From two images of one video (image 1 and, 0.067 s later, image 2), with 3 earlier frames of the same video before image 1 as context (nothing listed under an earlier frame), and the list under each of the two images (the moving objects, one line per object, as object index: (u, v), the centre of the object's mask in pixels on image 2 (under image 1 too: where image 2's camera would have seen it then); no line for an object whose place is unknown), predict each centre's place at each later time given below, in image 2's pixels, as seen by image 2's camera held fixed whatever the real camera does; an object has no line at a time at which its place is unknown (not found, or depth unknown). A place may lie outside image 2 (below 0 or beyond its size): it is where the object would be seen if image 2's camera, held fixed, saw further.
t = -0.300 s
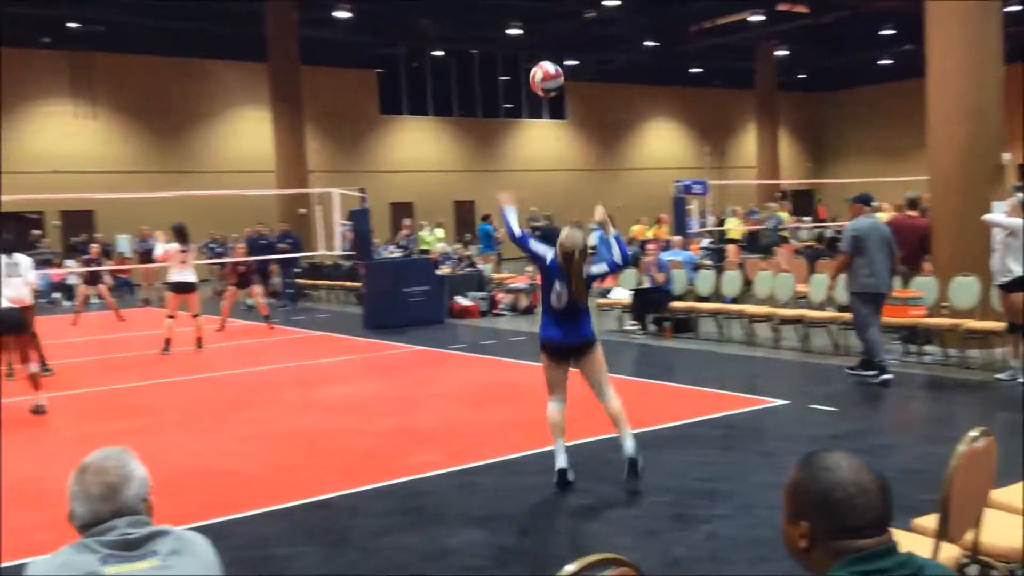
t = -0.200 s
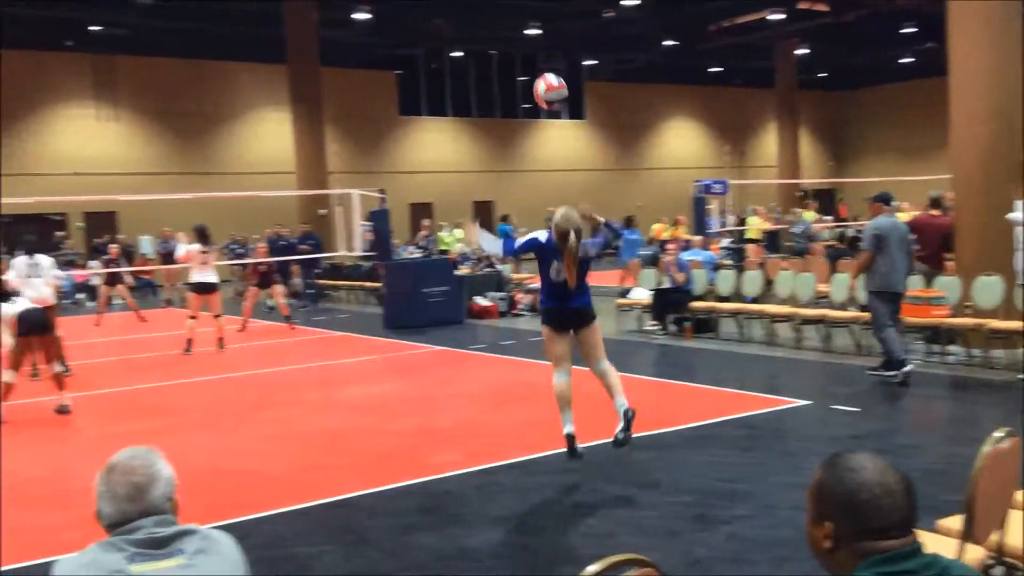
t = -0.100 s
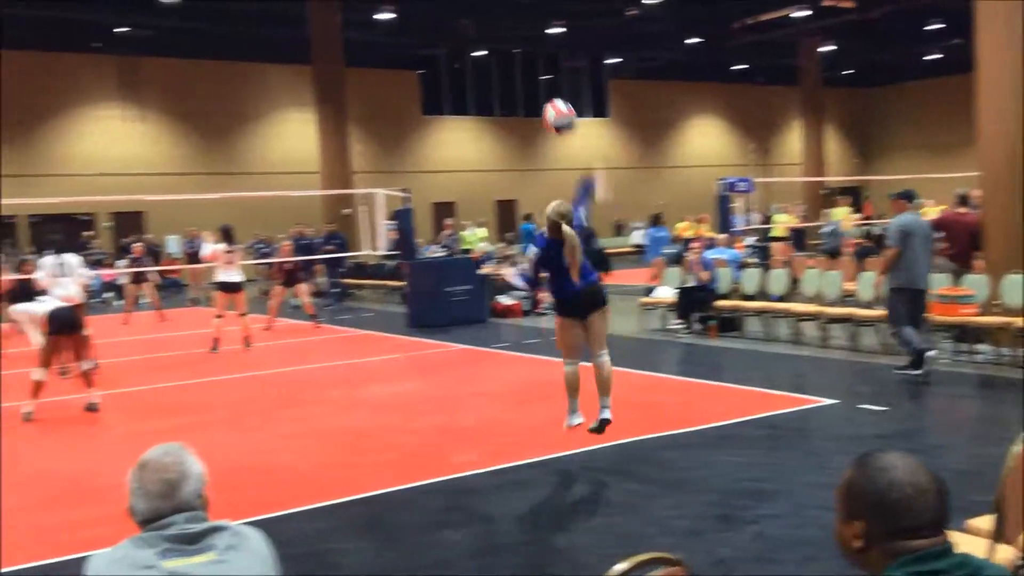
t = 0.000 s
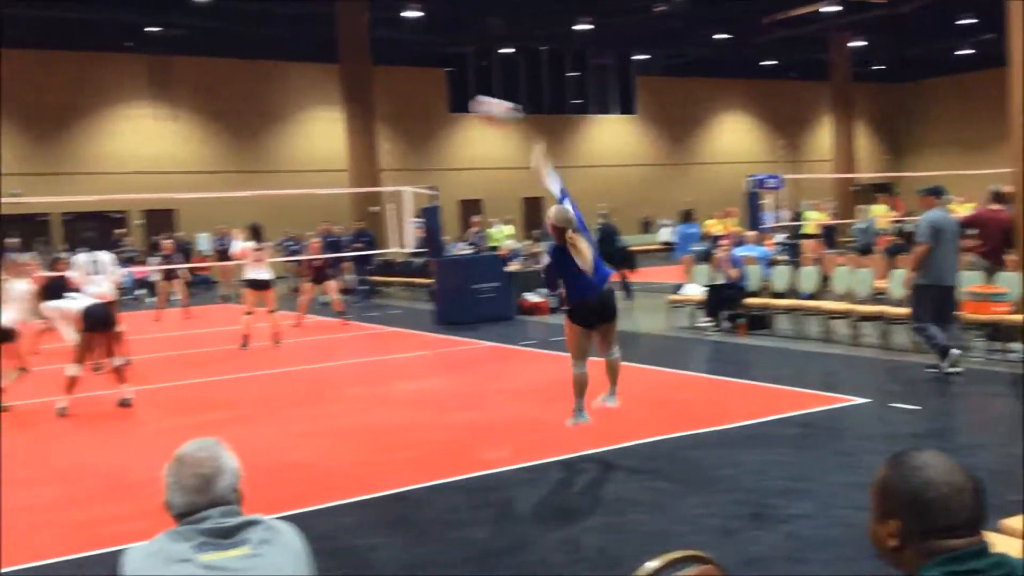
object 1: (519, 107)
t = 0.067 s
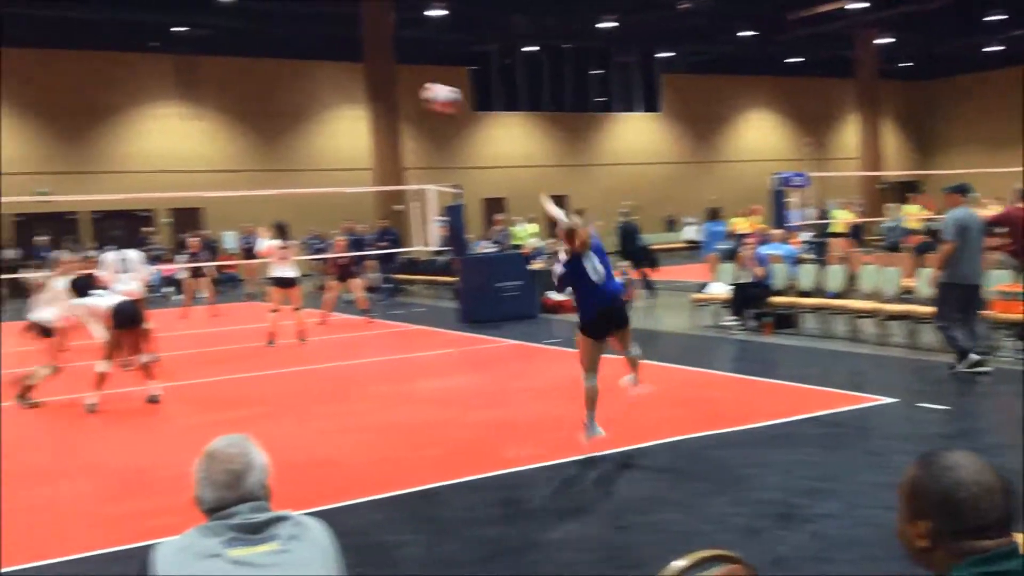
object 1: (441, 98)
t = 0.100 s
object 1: (409, 94)
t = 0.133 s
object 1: (380, 90)
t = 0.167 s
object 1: (353, 89)
